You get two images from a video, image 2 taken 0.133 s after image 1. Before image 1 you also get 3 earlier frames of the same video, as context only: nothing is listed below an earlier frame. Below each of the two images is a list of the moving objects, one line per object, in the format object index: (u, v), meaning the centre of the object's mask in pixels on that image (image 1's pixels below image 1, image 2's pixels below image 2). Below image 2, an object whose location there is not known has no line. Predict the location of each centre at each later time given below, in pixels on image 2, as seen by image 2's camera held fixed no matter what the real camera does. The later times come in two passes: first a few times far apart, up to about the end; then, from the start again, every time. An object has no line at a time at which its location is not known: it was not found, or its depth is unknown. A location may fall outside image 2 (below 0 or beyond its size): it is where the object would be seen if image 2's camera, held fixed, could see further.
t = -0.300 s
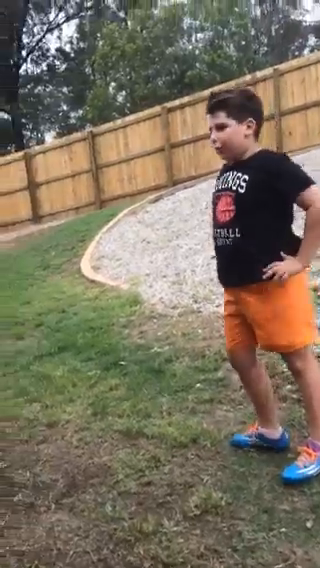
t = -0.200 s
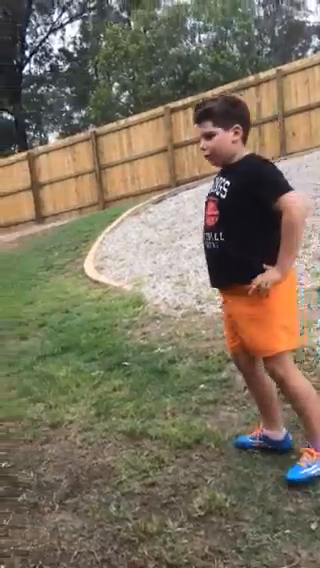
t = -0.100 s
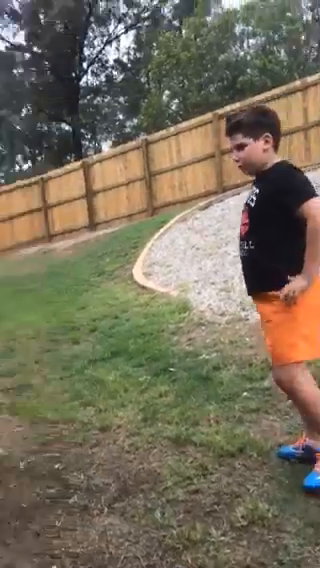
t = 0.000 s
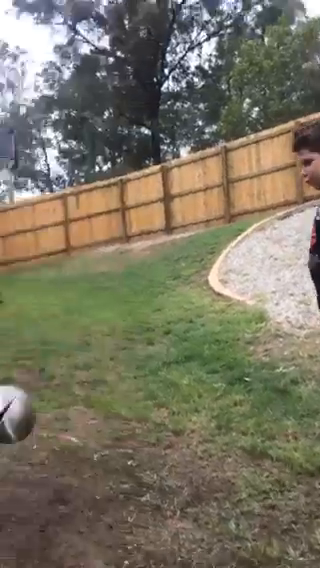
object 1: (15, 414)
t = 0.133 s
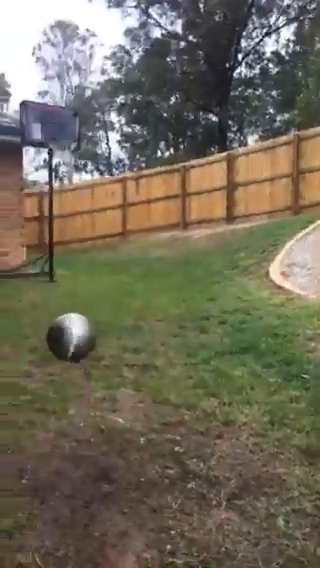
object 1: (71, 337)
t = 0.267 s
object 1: (83, 328)
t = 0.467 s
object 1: (93, 370)
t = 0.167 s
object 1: (74, 331)
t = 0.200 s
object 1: (77, 328)
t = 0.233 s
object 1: (80, 327)
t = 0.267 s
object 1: (83, 328)
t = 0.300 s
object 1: (85, 330)
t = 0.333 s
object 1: (86, 335)
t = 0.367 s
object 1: (87, 342)
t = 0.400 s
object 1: (90, 349)
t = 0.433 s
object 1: (93, 359)
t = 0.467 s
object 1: (93, 370)
